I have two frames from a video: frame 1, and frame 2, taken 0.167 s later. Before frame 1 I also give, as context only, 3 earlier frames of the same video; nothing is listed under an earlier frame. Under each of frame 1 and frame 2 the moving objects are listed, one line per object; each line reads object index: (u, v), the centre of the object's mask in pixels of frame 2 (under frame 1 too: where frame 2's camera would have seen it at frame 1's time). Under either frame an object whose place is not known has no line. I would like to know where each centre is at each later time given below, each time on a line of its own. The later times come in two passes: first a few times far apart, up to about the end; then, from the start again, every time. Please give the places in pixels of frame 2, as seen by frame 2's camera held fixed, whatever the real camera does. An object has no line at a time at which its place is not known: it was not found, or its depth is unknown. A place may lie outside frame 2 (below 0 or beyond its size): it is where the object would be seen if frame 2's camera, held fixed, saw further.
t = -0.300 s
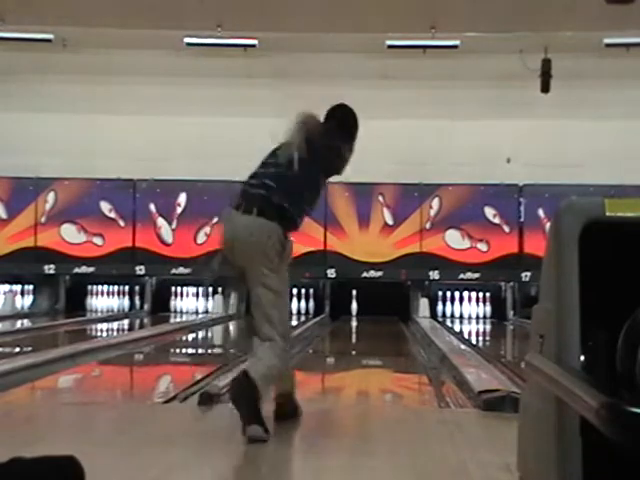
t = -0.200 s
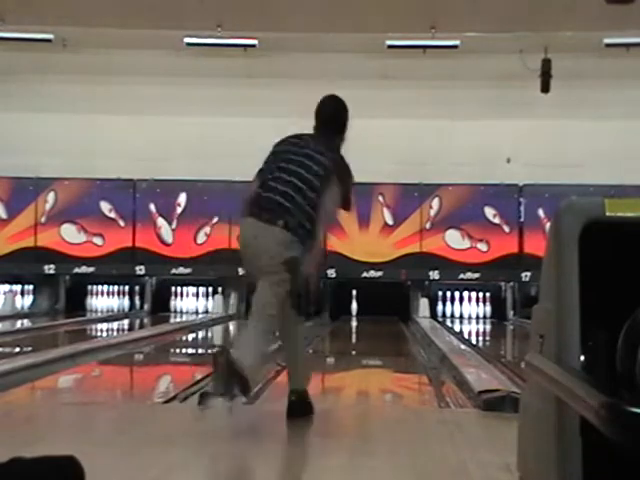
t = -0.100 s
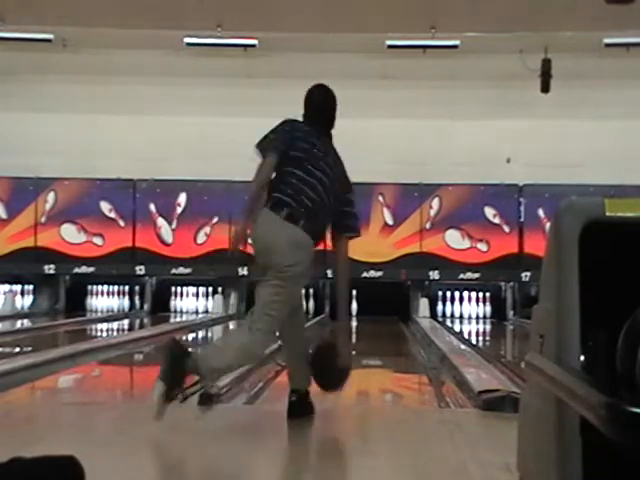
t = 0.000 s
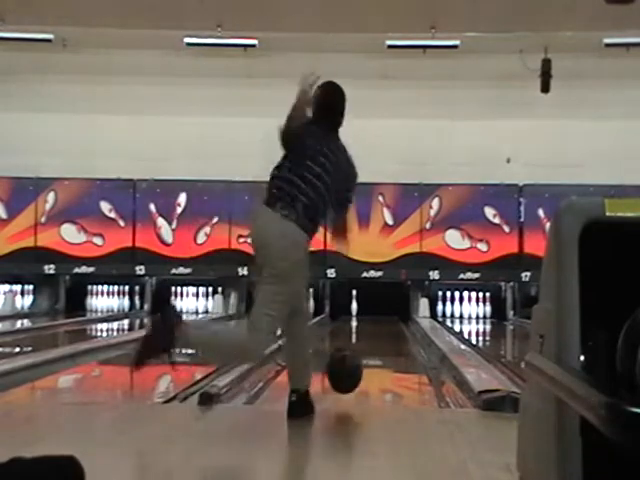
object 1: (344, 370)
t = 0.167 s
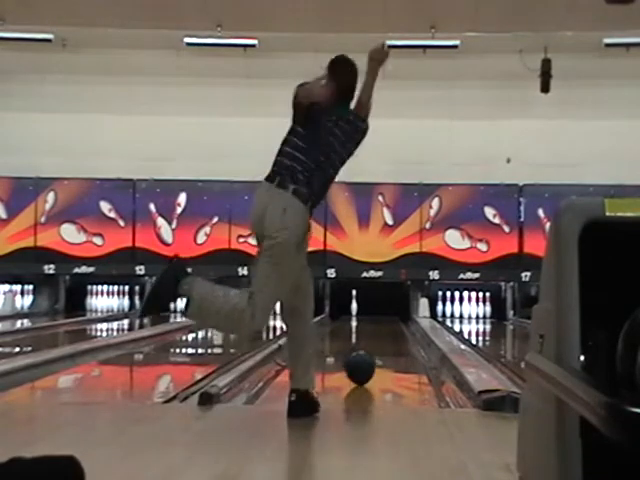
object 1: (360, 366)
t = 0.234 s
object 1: (364, 363)
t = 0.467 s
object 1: (378, 348)
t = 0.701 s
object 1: (385, 343)
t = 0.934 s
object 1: (392, 335)
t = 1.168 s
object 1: (394, 329)
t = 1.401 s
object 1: (394, 326)
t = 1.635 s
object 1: (390, 320)
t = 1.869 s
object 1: (385, 316)
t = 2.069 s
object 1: (380, 315)
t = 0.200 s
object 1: (362, 365)
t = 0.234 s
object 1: (364, 363)
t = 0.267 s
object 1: (366, 361)
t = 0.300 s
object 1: (368, 359)
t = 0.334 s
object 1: (370, 357)
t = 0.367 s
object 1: (372, 356)
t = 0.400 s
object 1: (374, 354)
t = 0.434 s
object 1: (377, 352)
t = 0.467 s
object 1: (378, 348)
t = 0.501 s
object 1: (379, 347)
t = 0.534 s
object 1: (380, 347)
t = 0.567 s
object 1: (381, 347)
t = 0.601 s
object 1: (382, 345)
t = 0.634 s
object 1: (384, 345)
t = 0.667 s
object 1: (385, 345)
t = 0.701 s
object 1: (385, 343)
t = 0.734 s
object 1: (387, 340)
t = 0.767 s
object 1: (387, 340)
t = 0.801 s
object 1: (390, 338)
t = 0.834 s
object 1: (390, 338)
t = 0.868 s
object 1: (391, 336)
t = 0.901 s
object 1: (391, 336)
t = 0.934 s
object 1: (392, 335)
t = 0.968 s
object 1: (392, 335)
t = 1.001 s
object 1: (393, 334)
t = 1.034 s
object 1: (393, 334)
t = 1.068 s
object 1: (393, 333)
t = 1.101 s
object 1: (393, 333)
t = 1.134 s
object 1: (395, 330)
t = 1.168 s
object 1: (394, 329)
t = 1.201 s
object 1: (394, 329)
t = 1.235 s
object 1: (394, 329)
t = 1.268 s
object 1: (394, 329)
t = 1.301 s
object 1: (394, 326)
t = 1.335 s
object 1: (394, 326)
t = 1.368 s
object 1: (394, 326)
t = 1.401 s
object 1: (394, 326)
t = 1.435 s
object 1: (393, 324)
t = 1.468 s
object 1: (393, 324)
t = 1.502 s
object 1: (394, 324)
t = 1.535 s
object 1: (392, 323)
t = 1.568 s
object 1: (392, 321)
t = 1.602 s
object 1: (391, 320)
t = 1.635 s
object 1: (390, 320)
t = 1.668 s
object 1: (389, 319)
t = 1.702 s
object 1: (389, 319)
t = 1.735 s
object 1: (388, 316)
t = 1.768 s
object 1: (388, 316)
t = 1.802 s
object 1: (387, 315)
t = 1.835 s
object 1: (385, 315)
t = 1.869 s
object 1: (385, 316)
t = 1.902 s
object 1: (384, 314)
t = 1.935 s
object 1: (382, 315)
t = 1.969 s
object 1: (382, 314)
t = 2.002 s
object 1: (381, 313)
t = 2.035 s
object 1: (380, 313)
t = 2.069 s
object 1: (380, 315)
